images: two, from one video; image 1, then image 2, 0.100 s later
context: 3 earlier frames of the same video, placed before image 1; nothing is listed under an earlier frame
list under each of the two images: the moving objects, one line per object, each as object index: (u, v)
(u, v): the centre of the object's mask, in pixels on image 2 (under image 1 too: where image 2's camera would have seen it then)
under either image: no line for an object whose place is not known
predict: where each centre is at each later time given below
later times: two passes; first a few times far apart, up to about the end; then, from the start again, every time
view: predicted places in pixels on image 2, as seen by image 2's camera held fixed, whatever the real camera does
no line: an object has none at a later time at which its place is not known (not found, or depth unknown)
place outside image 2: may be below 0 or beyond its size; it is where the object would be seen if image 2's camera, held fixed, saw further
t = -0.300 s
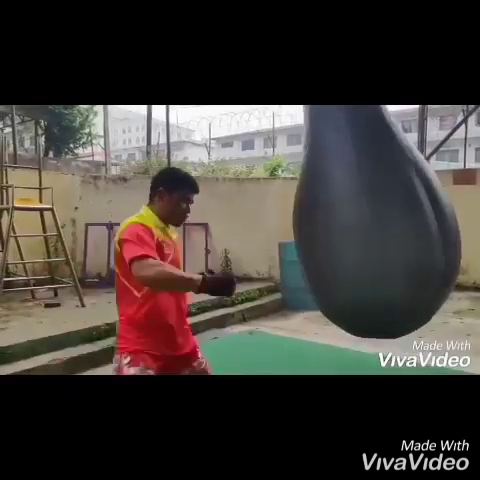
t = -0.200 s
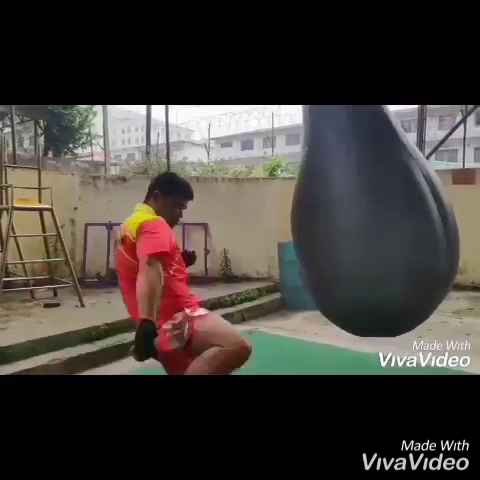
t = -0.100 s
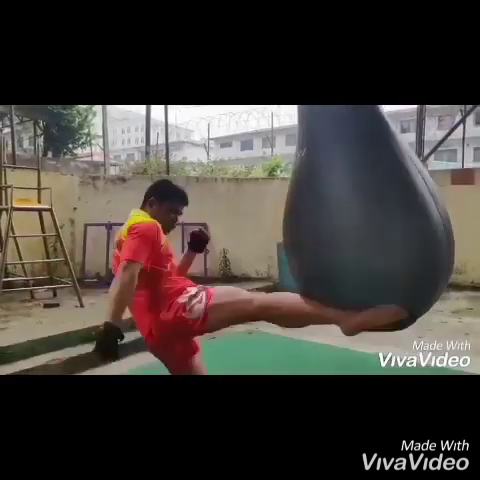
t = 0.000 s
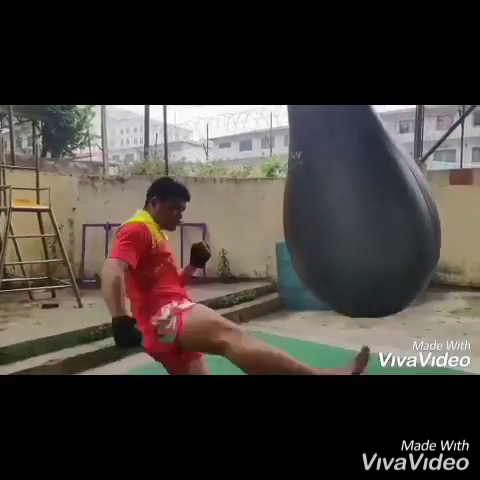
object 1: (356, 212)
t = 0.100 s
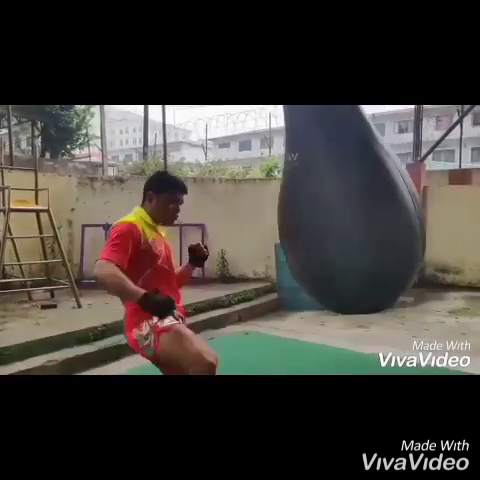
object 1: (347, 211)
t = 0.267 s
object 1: (327, 214)
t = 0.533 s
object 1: (280, 211)
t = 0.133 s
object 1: (343, 213)
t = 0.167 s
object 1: (339, 214)
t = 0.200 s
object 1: (336, 215)
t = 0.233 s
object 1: (332, 215)
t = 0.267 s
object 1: (327, 214)
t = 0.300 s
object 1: (323, 213)
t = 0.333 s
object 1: (318, 212)
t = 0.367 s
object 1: (312, 212)
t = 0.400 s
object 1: (306, 212)
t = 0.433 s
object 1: (299, 212)
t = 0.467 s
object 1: (292, 212)
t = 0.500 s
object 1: (286, 211)
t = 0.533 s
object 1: (280, 211)
